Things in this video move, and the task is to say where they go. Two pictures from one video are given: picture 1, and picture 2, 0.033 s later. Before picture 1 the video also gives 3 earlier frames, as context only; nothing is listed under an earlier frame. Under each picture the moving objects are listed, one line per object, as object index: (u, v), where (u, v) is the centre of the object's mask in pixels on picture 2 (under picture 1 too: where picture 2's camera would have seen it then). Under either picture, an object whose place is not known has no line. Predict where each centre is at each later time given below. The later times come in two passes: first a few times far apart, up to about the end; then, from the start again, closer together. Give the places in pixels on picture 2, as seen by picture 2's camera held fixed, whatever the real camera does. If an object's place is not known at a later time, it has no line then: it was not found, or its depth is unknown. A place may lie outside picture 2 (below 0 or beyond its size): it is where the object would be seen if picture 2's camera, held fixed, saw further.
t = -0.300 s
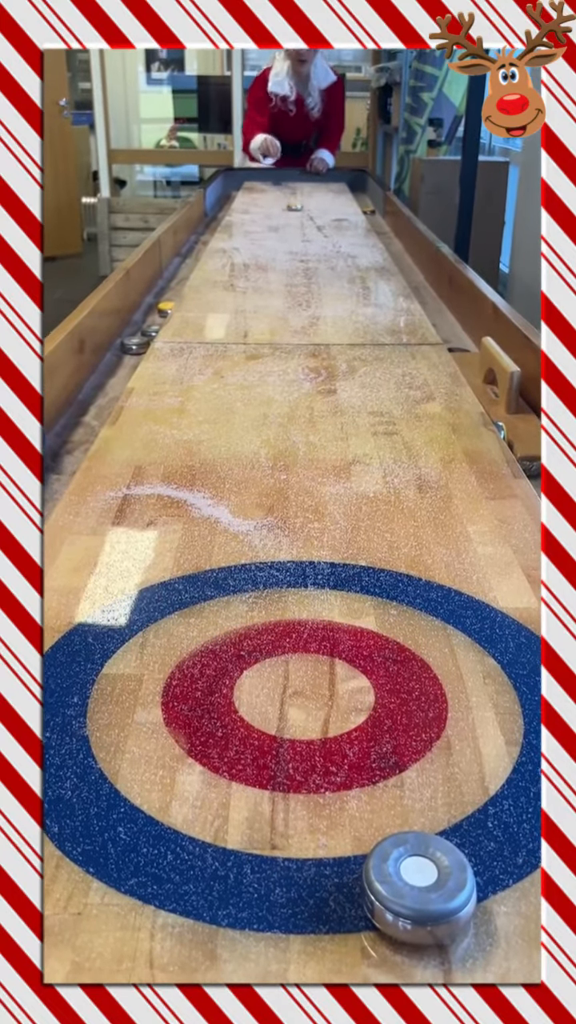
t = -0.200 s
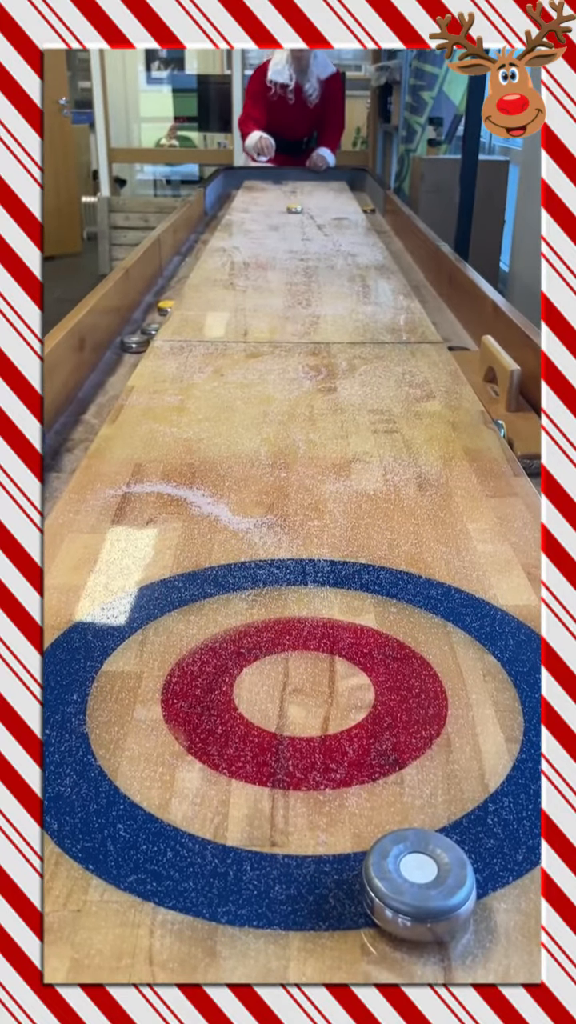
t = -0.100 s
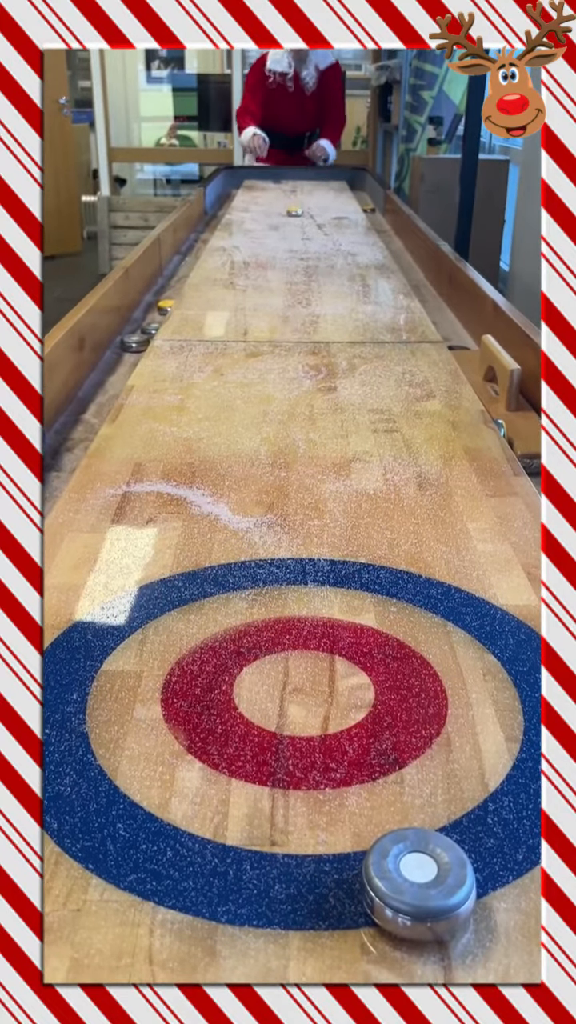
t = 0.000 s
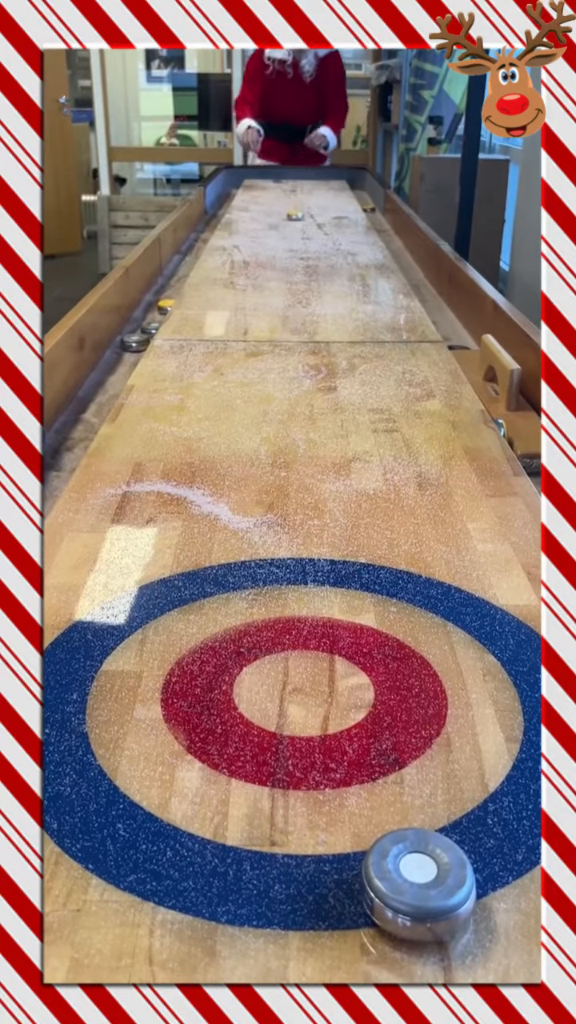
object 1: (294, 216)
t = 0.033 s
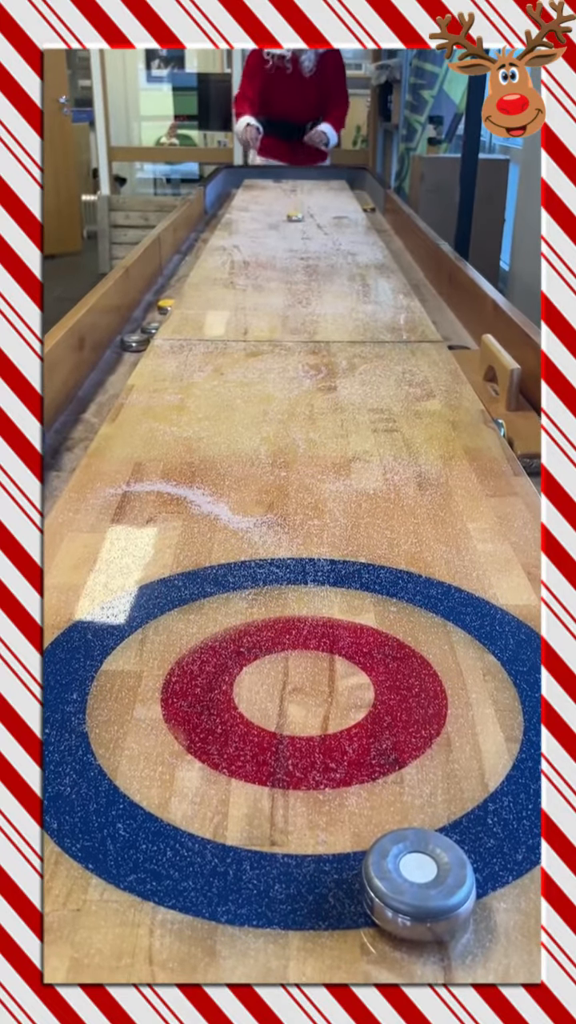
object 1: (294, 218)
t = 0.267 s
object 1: (296, 228)
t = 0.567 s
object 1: (299, 243)
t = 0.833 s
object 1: (301, 258)
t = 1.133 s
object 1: (302, 278)
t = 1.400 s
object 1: (303, 298)
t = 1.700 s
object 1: (304, 326)
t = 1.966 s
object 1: (303, 352)
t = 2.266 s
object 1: (303, 385)
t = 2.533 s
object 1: (303, 418)
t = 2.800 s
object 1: (302, 451)
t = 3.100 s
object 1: (301, 487)
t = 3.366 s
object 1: (299, 519)
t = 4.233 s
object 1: (289, 614)
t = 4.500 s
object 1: (284, 637)
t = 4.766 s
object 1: (276, 652)
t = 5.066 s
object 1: (270, 660)
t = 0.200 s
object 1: (296, 225)
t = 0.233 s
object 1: (296, 226)
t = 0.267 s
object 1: (296, 228)
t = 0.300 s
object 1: (297, 230)
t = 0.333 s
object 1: (297, 231)
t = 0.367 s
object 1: (297, 233)
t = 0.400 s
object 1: (297, 234)
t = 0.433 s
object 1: (297, 236)
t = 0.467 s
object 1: (298, 237)
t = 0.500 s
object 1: (298, 239)
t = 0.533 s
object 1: (298, 241)
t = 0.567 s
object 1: (299, 243)
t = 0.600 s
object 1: (299, 245)
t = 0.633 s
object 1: (299, 246)
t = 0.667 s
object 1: (299, 248)
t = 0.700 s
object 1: (300, 250)
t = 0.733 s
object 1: (300, 251)
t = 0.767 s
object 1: (301, 253)
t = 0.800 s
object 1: (301, 256)
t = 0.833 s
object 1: (301, 258)
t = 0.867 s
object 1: (301, 260)
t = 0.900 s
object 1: (301, 262)
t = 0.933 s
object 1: (302, 263)
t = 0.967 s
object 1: (302, 266)
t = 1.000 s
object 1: (302, 268)
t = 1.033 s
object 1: (302, 271)
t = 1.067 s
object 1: (302, 273)
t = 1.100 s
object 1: (302, 275)
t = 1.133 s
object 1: (302, 278)
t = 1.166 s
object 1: (303, 280)
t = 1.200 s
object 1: (303, 282)
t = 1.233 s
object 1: (303, 285)
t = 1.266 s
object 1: (302, 288)
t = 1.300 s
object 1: (303, 290)
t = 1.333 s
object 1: (303, 293)
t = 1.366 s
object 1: (303, 295)
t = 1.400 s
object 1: (303, 298)
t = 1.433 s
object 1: (303, 302)
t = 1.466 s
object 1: (303, 304)
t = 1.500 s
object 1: (303, 307)
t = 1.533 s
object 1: (303, 310)
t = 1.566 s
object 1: (303, 313)
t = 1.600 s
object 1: (304, 316)
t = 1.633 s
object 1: (304, 319)
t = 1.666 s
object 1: (304, 322)
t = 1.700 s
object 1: (304, 326)
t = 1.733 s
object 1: (304, 328)
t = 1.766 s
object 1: (304, 332)
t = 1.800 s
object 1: (304, 335)
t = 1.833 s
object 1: (304, 338)
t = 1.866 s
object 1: (304, 342)
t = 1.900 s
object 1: (304, 345)
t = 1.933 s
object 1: (304, 349)
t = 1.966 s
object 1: (303, 352)
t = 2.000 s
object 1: (304, 355)
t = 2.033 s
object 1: (304, 358)
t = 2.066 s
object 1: (304, 362)
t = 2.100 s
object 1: (303, 365)
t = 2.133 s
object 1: (304, 369)
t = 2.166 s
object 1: (304, 373)
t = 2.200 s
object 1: (303, 377)
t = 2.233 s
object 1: (303, 381)
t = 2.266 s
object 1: (303, 385)
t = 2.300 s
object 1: (303, 389)
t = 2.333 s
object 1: (303, 393)
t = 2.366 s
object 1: (303, 396)
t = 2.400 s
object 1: (302, 401)
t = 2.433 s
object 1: (303, 405)
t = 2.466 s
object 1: (303, 409)
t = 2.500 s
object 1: (303, 414)
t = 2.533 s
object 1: (303, 418)
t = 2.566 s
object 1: (303, 422)
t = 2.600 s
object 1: (303, 426)
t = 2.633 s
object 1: (303, 430)
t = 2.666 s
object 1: (303, 434)
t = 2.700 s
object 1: (302, 438)
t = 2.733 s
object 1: (302, 442)
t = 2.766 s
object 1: (302, 447)
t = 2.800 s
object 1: (302, 451)
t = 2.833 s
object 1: (302, 455)
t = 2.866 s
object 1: (302, 459)
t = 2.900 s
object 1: (302, 463)
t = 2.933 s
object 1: (302, 467)
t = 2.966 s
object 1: (302, 471)
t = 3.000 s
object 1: (301, 475)
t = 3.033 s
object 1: (301, 479)
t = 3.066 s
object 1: (301, 483)
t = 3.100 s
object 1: (301, 487)
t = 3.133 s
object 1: (301, 492)
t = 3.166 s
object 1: (301, 495)
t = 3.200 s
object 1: (301, 499)
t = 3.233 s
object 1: (300, 504)
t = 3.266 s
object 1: (300, 507)
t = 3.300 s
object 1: (300, 510)
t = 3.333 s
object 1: (300, 515)
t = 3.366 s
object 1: (299, 519)
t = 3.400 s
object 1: (299, 522)
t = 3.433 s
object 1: (298, 526)
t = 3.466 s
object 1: (298, 530)
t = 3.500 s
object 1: (298, 535)
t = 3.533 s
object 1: (297, 539)
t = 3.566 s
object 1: (297, 541)
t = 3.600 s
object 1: (296, 545)
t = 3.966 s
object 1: (293, 588)
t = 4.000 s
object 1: (292, 591)
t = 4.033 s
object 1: (292, 594)
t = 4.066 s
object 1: (292, 598)
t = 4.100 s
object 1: (291, 602)
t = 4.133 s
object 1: (290, 605)
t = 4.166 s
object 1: (290, 608)
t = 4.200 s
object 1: (290, 612)
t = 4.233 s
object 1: (289, 614)
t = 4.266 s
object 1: (288, 618)
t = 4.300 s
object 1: (288, 620)
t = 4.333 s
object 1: (288, 623)
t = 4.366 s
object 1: (287, 626)
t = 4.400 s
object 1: (287, 629)
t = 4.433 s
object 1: (285, 632)
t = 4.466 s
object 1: (285, 634)
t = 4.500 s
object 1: (284, 637)
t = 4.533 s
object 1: (283, 640)
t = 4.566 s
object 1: (282, 642)
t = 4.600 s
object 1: (281, 644)
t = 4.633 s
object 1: (280, 646)
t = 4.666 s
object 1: (279, 648)
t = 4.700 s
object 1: (278, 650)
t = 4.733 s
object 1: (277, 651)
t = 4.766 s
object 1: (276, 652)
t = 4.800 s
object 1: (275, 653)
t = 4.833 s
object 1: (274, 655)
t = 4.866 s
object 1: (274, 657)
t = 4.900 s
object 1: (273, 656)
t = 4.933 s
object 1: (272, 657)
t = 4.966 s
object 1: (271, 658)
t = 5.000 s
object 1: (271, 659)
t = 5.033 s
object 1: (270, 659)
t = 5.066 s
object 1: (270, 660)
